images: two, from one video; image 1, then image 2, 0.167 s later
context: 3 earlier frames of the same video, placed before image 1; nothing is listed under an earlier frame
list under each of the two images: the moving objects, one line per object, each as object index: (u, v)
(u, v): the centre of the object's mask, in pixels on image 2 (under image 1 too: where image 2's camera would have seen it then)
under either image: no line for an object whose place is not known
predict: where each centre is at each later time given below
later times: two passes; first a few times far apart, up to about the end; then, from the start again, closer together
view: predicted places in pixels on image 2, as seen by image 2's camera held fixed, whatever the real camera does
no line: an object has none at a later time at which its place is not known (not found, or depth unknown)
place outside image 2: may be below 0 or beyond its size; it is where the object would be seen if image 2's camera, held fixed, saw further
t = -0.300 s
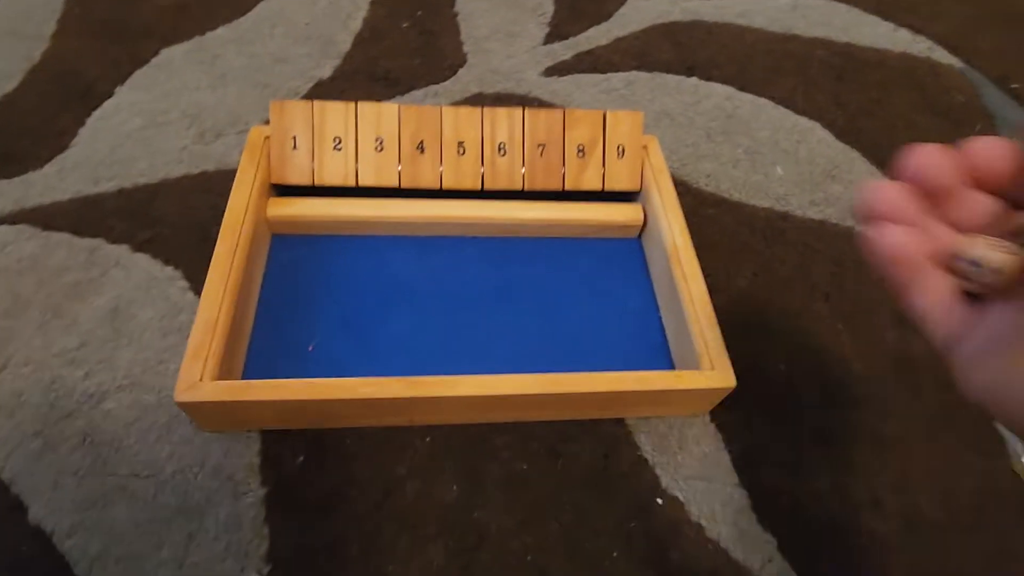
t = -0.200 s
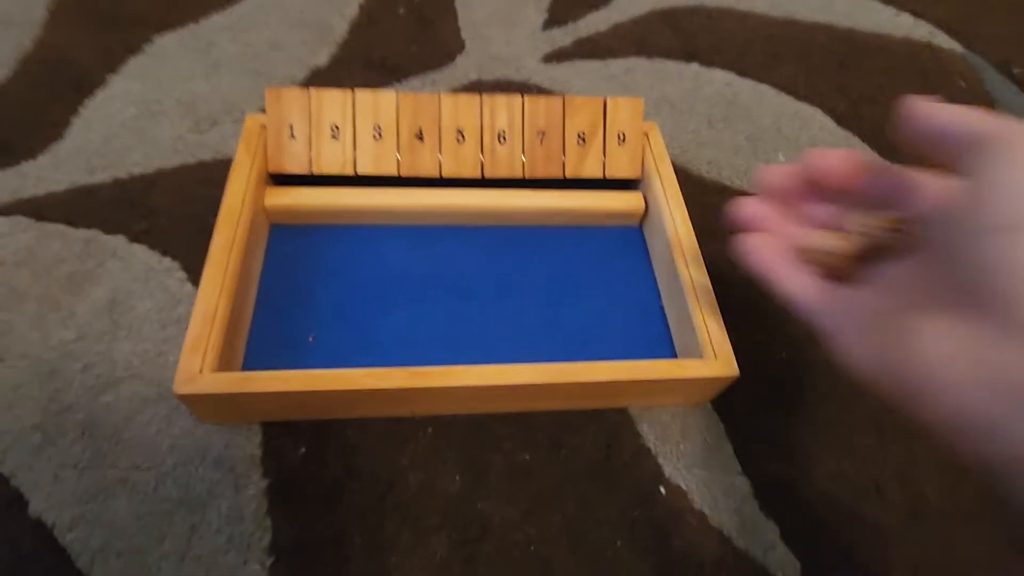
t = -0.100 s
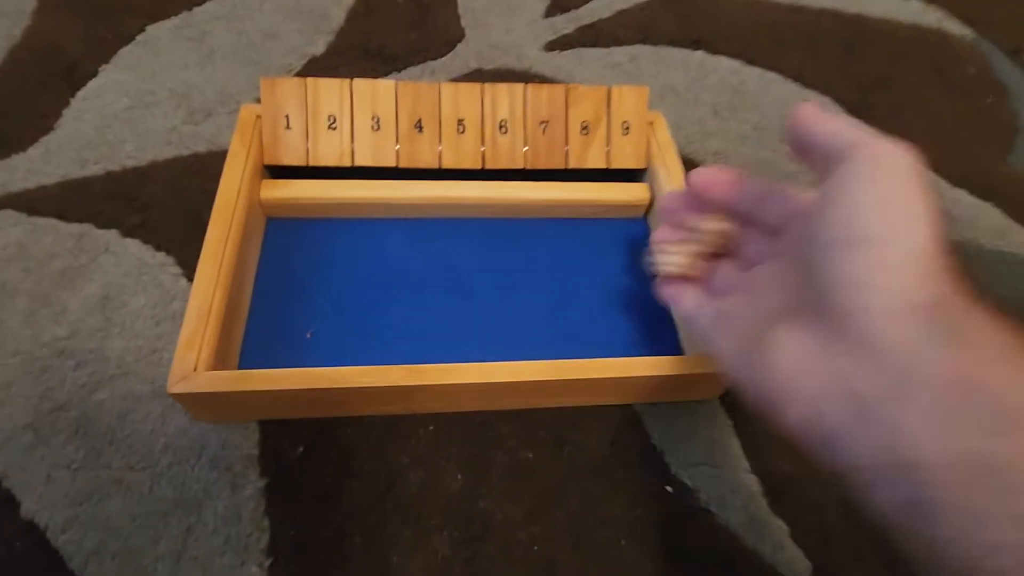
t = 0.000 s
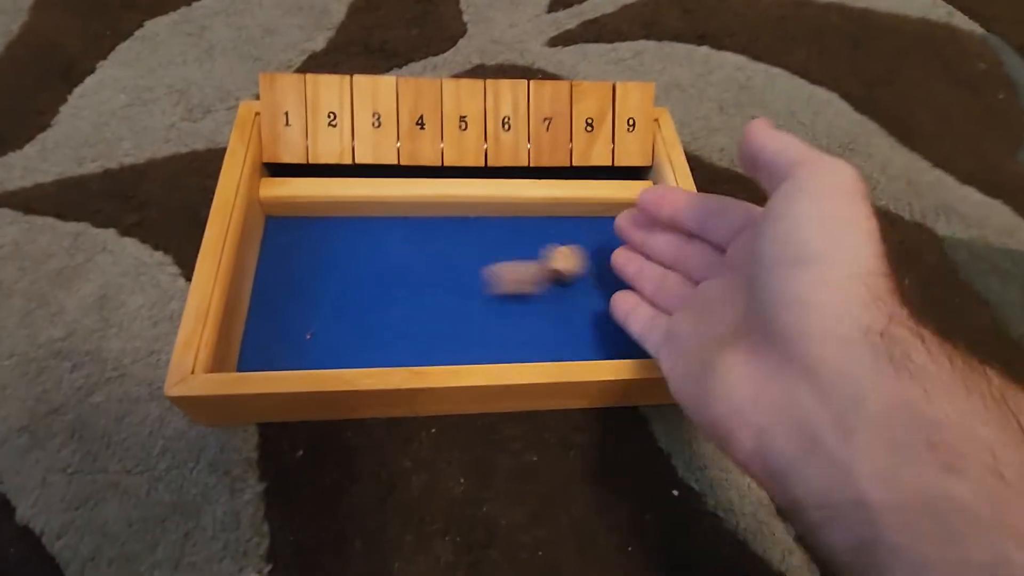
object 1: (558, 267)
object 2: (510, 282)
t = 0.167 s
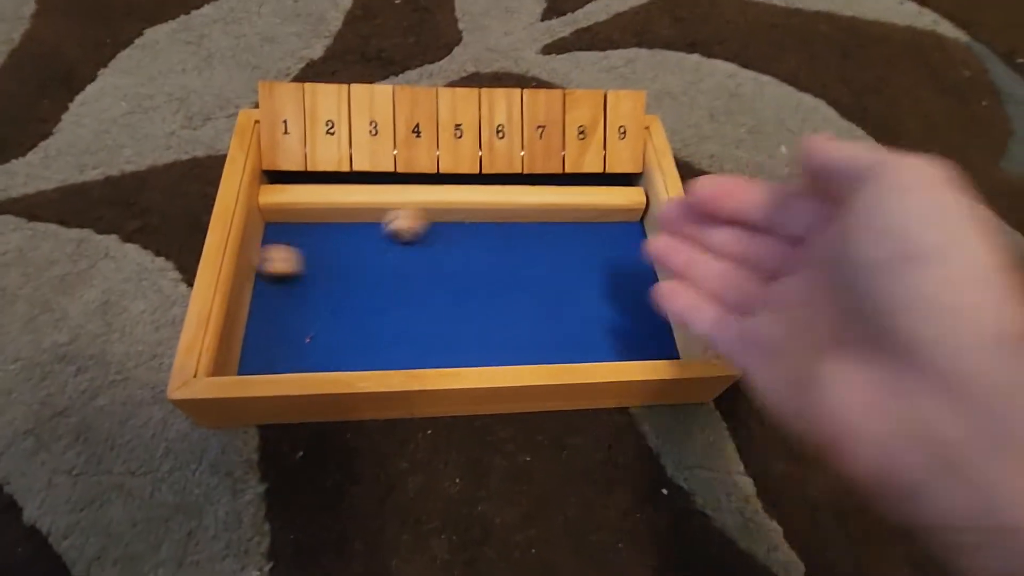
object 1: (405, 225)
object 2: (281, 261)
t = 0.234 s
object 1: (361, 231)
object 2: (332, 257)
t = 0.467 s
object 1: (345, 243)
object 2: (362, 303)
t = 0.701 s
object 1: (343, 242)
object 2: (365, 308)
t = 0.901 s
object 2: (365, 308)
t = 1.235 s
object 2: (365, 308)
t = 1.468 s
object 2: (364, 308)
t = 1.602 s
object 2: (365, 308)
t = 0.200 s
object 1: (381, 226)
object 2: (312, 261)
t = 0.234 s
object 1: (361, 231)
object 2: (332, 257)
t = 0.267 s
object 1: (356, 226)
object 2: (339, 265)
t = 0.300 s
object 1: (357, 230)
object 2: (341, 275)
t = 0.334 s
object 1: (357, 234)
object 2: (343, 284)
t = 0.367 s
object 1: (357, 238)
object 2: (347, 291)
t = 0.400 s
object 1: (355, 242)
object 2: (353, 296)
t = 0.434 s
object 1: (351, 244)
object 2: (358, 299)
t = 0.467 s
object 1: (345, 243)
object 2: (362, 303)
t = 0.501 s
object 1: (343, 242)
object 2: (366, 309)
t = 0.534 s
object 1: (342, 242)
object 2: (367, 312)
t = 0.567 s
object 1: (342, 242)
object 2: (367, 311)
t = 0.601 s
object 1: (342, 242)
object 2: (365, 308)
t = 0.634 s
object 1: (342, 242)
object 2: (363, 305)
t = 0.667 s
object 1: (342, 241)
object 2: (363, 305)
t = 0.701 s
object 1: (343, 242)
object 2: (365, 308)
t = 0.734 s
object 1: (343, 242)
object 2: (366, 309)
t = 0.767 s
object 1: (343, 241)
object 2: (365, 308)
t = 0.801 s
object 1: (343, 241)
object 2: (364, 307)
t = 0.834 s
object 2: (365, 308)
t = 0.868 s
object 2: (365, 308)
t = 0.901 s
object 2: (365, 308)
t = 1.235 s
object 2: (365, 308)
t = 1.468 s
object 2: (364, 308)
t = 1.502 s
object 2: (364, 308)
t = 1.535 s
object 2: (364, 308)
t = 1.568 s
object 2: (364, 308)
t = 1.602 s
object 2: (365, 308)
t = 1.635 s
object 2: (365, 308)
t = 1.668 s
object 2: (365, 308)
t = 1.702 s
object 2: (365, 308)
